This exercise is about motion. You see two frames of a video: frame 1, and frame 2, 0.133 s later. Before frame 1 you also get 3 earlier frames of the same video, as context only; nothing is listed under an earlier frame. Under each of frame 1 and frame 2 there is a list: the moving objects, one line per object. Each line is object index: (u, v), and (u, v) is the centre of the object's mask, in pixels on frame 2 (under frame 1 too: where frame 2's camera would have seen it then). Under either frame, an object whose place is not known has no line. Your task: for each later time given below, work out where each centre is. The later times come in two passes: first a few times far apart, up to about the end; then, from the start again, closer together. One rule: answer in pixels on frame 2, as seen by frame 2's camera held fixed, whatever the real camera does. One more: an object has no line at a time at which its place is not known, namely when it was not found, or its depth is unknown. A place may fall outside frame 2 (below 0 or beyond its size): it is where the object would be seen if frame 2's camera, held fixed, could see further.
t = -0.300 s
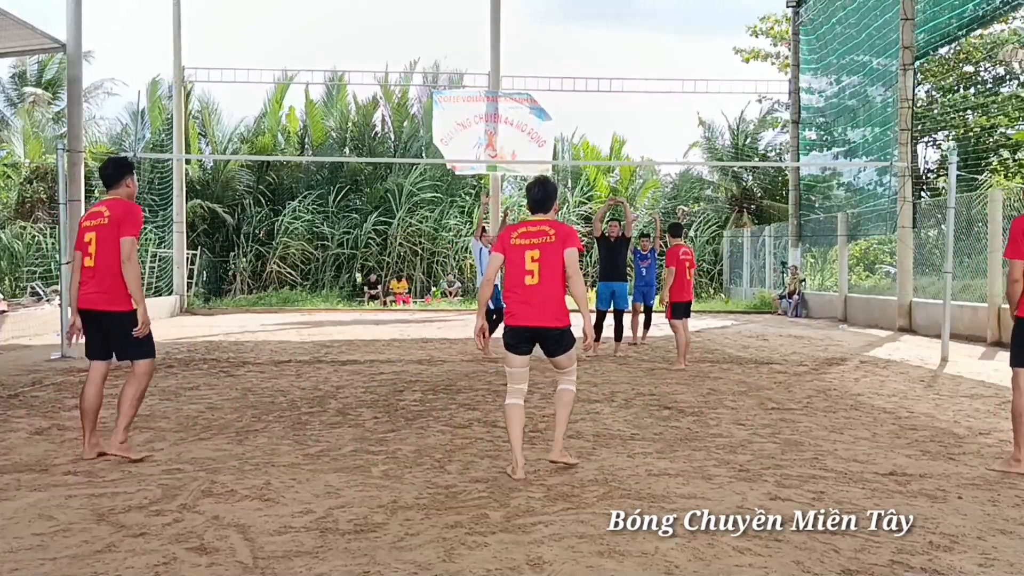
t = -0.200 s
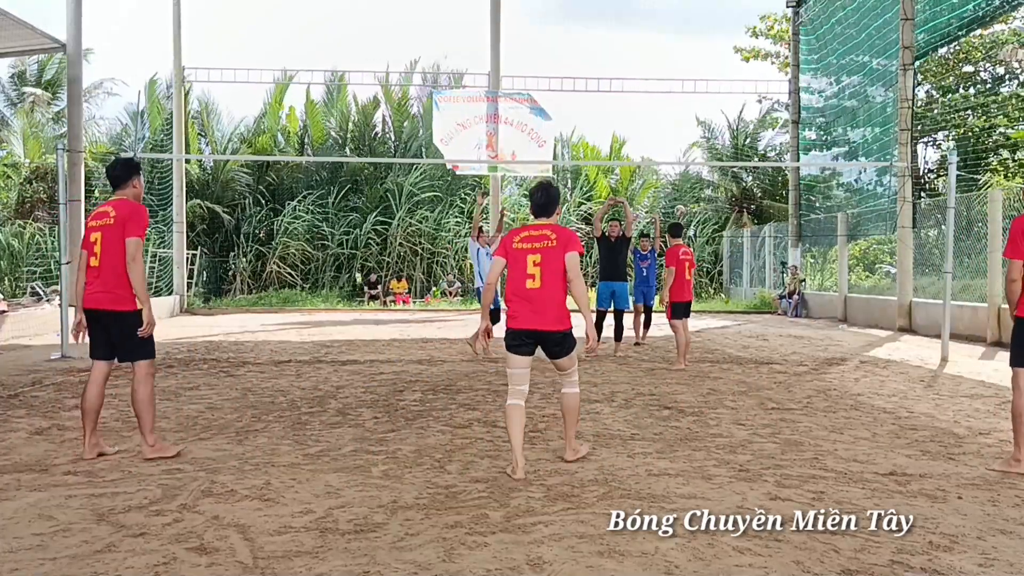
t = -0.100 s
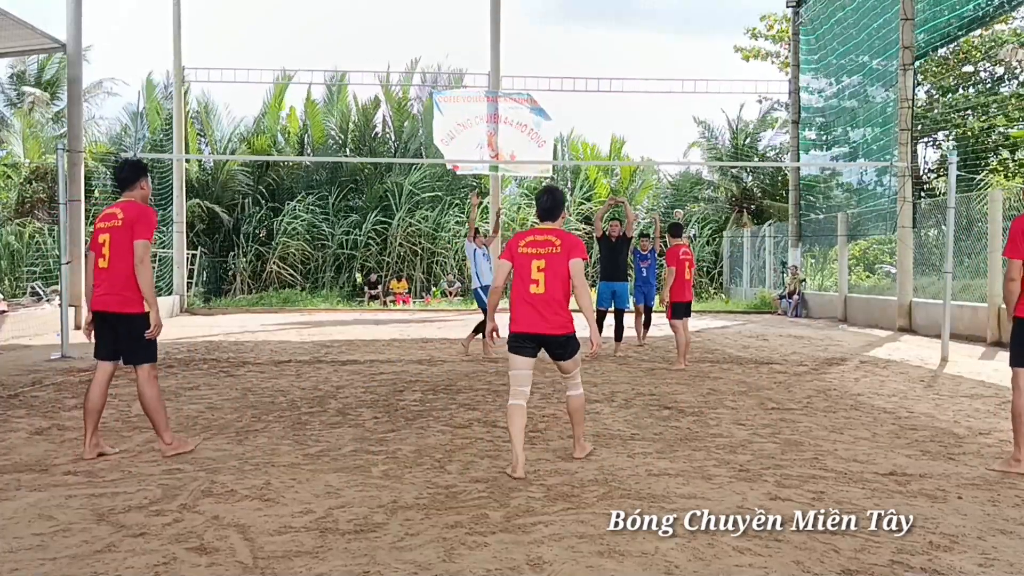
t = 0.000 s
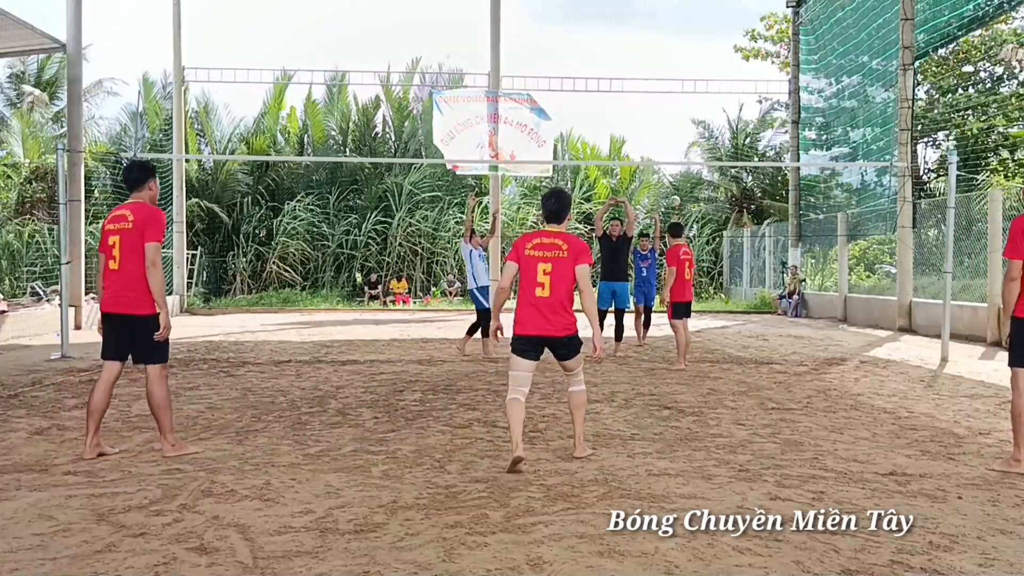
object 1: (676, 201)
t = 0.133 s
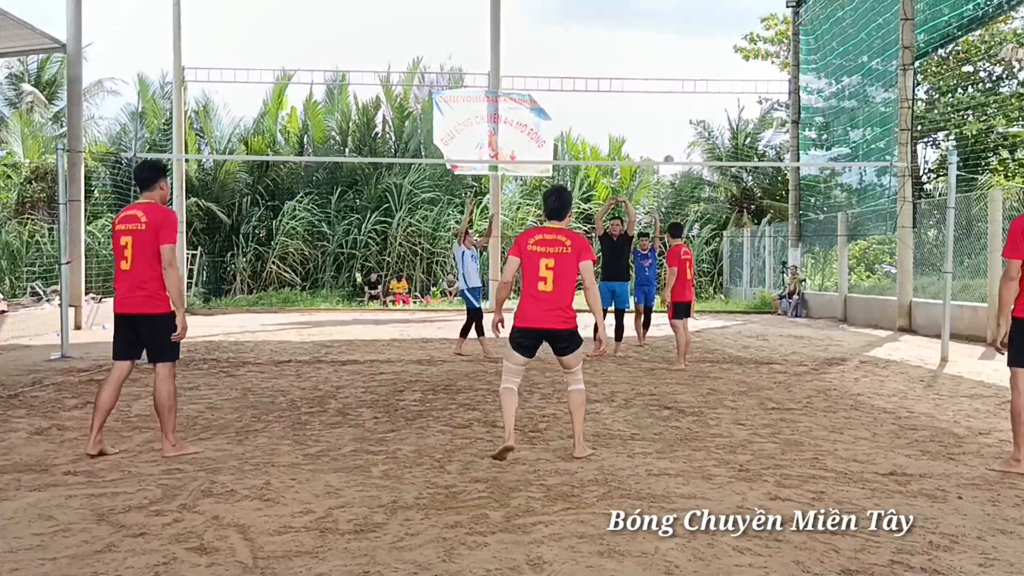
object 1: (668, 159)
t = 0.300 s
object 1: (660, 111)
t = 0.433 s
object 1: (652, 75)
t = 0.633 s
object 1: (640, 31)
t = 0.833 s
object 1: (627, 6)
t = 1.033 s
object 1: (612, 11)
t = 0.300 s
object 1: (660, 111)
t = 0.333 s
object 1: (658, 101)
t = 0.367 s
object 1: (656, 92)
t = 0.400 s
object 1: (654, 83)
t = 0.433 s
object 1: (652, 75)
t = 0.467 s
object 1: (650, 67)
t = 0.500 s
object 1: (648, 59)
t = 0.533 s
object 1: (646, 51)
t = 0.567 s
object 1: (644, 44)
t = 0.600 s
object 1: (642, 37)
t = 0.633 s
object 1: (640, 31)
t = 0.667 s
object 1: (638, 25)
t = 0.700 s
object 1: (636, 19)
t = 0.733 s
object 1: (634, 15)
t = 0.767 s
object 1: (632, 10)
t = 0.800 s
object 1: (630, 8)
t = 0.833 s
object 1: (627, 6)
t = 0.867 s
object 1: (625, 5)
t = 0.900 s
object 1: (623, 5)
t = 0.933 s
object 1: (620, 5)
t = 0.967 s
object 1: (618, 6)
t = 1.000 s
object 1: (615, 8)
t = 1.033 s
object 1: (612, 11)
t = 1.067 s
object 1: (608, 16)
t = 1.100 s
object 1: (604, 24)
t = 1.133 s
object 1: (600, 34)
